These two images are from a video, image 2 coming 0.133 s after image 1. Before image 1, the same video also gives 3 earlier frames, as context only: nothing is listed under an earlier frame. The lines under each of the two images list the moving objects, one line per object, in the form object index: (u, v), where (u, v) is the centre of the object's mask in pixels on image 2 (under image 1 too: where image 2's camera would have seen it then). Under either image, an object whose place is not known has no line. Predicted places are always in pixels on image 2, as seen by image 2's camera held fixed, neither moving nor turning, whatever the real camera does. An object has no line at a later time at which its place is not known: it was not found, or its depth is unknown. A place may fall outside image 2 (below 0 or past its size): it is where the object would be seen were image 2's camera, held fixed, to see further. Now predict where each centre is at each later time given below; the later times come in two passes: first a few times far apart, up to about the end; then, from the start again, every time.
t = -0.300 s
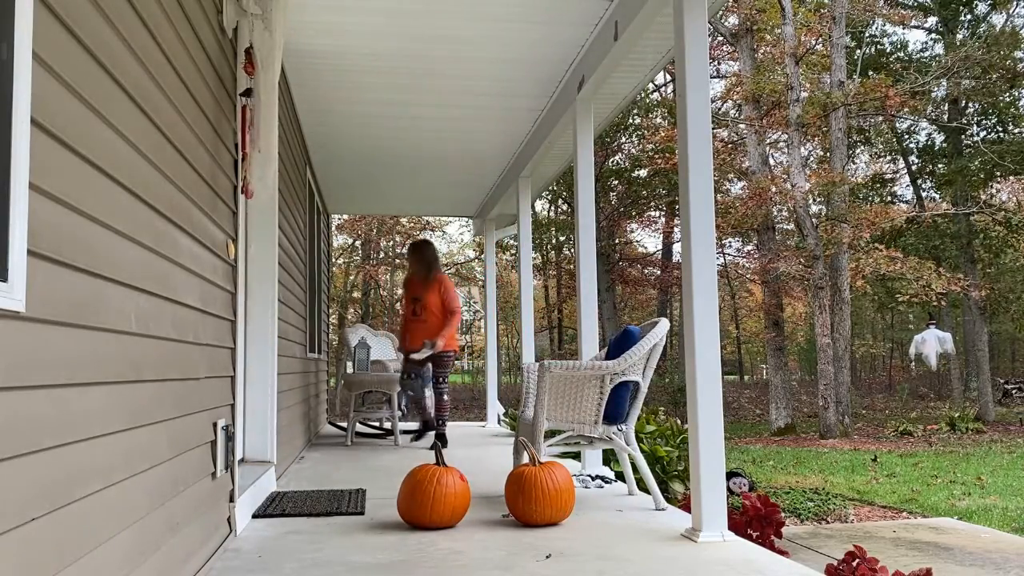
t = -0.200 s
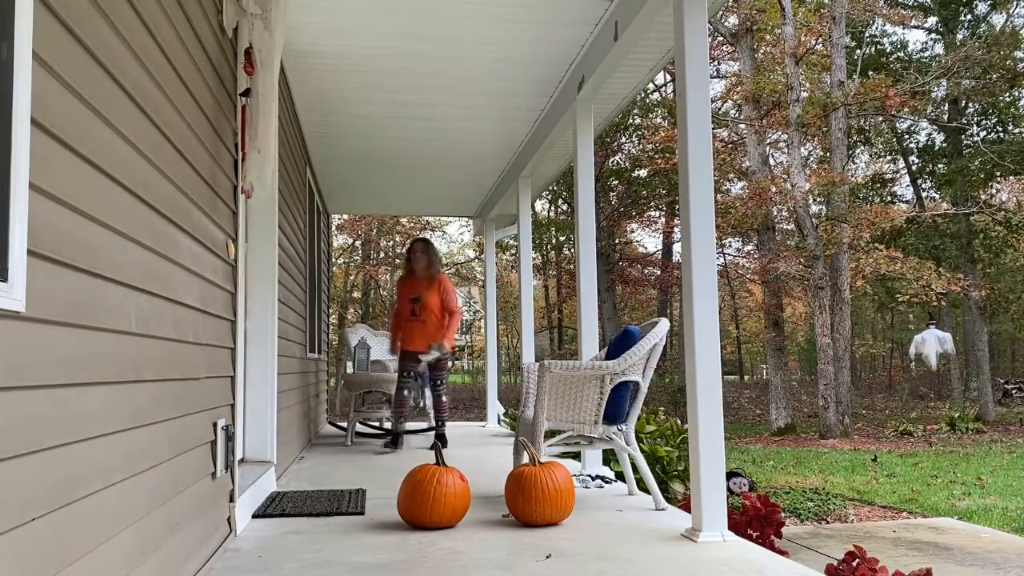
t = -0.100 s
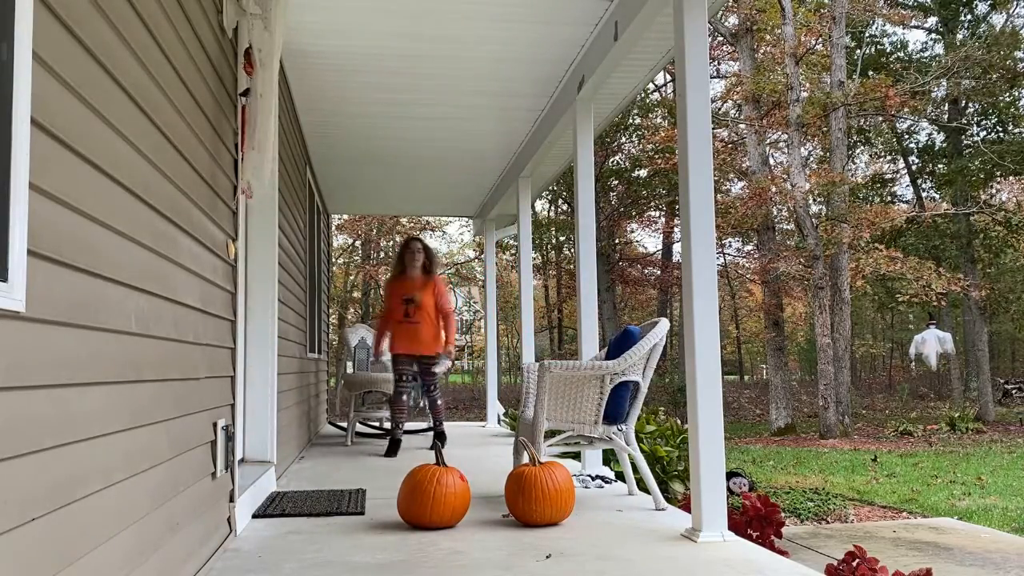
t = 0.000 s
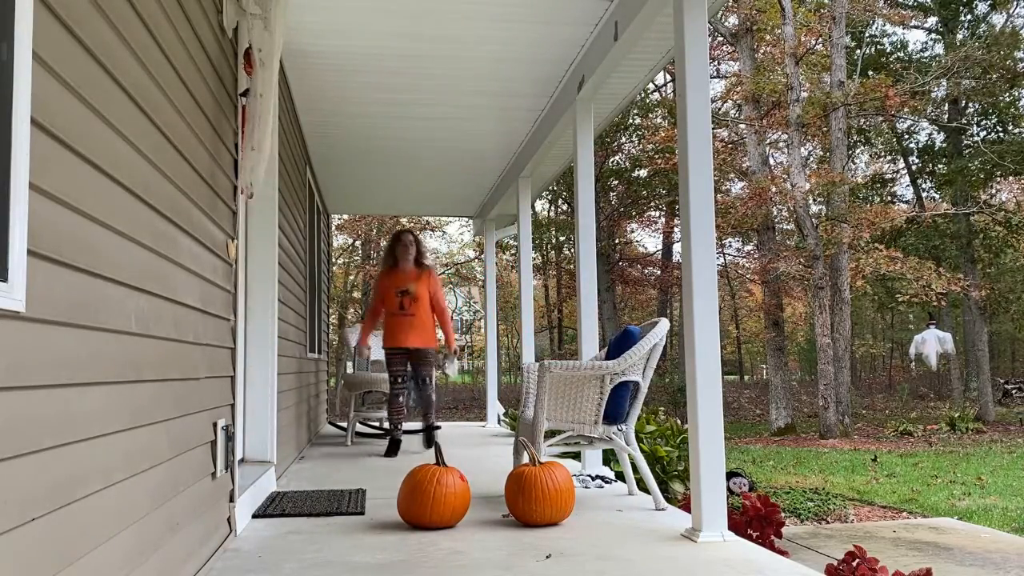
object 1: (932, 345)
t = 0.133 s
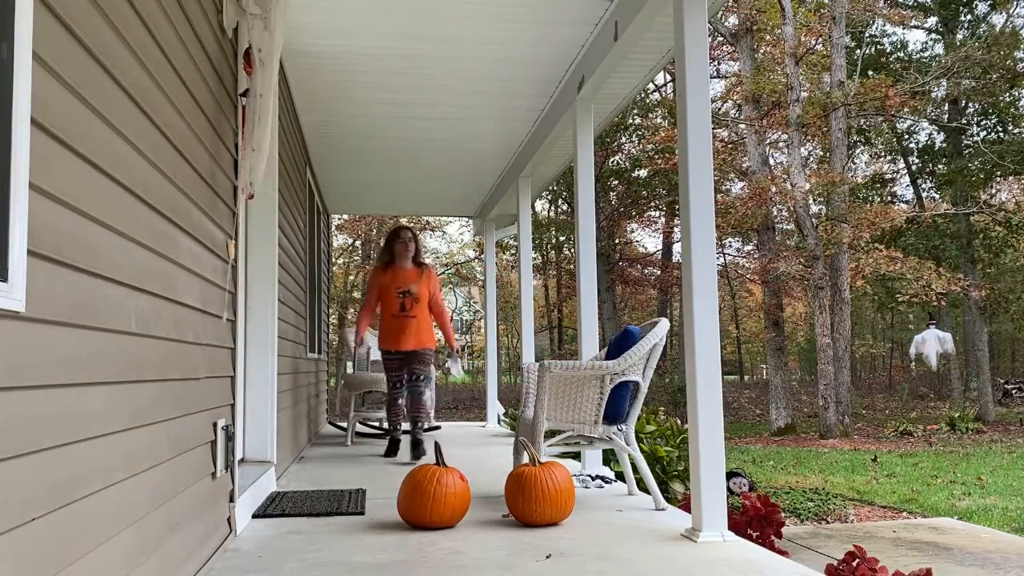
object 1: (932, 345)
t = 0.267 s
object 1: (932, 345)
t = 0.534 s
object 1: (932, 345)
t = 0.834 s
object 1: (932, 345)
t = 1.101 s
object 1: (932, 345)
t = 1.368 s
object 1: (932, 345)
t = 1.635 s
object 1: (932, 345)
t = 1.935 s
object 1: (932, 345)
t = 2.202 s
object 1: (932, 345)
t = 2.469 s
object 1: (932, 345)
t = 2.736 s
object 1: (932, 345)
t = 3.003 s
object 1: (932, 345)
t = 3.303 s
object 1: (932, 345)
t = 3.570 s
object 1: (932, 345)
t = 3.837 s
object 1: (932, 345)
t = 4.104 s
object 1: (932, 345)
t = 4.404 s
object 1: (931, 345)
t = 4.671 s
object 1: (931, 345)
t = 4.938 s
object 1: (931, 345)
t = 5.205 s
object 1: (931, 345)
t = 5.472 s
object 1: (931, 345)
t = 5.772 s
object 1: (932, 345)
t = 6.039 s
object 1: (932, 345)
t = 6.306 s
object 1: (931, 345)
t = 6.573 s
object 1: (930, 345)
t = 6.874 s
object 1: (929, 345)
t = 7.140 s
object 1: (928, 344)
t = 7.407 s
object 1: (925, 344)
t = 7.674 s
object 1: (924, 343)
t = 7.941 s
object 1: (921, 341)
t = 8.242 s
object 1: (921, 342)
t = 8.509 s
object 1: (922, 341)
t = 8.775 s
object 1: (923, 340)
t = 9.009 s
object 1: (921, 340)
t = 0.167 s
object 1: (932, 345)
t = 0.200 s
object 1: (932, 345)
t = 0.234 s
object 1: (932, 345)
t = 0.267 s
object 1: (932, 345)
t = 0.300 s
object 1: (932, 345)
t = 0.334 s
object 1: (932, 345)
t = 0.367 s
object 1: (932, 345)
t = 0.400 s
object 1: (932, 345)
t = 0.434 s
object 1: (932, 345)
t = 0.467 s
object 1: (932, 345)
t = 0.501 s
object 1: (932, 345)
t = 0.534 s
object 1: (932, 345)
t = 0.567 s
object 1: (932, 345)
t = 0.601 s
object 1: (932, 345)
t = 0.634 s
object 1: (932, 345)
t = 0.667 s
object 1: (932, 345)
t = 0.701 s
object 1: (932, 345)
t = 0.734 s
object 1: (932, 345)
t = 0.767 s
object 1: (932, 345)
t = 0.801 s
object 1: (932, 345)
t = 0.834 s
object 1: (932, 345)
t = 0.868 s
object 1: (932, 345)
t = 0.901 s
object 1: (932, 345)
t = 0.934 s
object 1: (932, 345)
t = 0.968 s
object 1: (932, 345)
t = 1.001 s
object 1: (932, 345)
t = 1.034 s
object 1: (932, 345)
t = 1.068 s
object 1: (932, 345)
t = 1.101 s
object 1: (932, 345)
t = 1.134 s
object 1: (932, 345)
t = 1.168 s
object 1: (932, 345)
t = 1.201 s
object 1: (932, 345)
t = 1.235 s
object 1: (932, 345)
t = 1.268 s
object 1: (932, 345)
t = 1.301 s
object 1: (932, 345)
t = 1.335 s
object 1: (932, 345)
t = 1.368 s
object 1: (932, 345)
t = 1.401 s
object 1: (932, 345)
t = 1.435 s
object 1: (932, 345)
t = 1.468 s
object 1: (932, 345)
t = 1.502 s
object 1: (932, 345)
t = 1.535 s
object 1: (932, 345)
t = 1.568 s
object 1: (932, 345)
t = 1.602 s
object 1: (932, 345)
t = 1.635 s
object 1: (932, 345)
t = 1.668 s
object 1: (932, 345)
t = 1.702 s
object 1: (932, 345)
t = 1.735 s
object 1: (932, 345)
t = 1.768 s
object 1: (932, 345)
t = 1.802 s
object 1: (932, 345)
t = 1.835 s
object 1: (932, 345)
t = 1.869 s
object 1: (932, 345)
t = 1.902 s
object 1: (932, 345)
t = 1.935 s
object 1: (932, 345)
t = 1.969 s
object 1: (932, 345)
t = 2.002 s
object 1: (932, 345)
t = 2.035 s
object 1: (932, 345)
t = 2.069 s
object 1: (932, 345)
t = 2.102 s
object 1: (932, 345)
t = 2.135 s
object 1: (932, 345)
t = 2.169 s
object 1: (932, 345)
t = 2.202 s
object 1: (932, 345)
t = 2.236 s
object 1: (932, 345)
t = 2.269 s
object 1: (932, 345)
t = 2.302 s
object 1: (932, 345)
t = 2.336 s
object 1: (932, 345)
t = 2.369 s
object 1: (932, 345)
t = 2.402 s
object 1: (932, 345)
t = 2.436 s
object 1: (932, 345)
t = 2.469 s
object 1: (932, 345)
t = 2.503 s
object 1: (932, 345)
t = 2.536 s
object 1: (932, 345)
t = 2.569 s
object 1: (932, 345)
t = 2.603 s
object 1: (932, 345)
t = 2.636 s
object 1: (932, 345)
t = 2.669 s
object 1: (932, 345)
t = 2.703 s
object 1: (932, 345)
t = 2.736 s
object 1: (932, 345)
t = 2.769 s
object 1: (932, 345)
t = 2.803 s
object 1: (932, 345)
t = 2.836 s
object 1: (932, 345)
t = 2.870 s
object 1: (932, 345)
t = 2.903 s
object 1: (932, 345)
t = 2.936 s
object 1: (932, 345)
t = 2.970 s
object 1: (932, 345)
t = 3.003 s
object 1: (932, 345)
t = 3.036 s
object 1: (932, 345)
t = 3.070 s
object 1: (932, 345)
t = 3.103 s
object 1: (932, 345)
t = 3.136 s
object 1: (932, 345)
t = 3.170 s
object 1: (932, 345)
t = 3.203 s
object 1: (932, 345)
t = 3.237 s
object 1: (932, 345)
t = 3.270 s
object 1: (932, 345)
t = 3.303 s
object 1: (932, 345)
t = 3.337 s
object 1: (932, 345)
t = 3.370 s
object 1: (932, 345)
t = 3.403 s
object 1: (932, 345)
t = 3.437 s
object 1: (932, 345)
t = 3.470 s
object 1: (932, 345)
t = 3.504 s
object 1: (932, 345)
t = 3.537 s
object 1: (932, 345)
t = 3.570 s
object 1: (932, 345)
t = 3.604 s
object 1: (932, 345)
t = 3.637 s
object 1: (932, 345)
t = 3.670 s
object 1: (932, 345)
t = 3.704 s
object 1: (932, 345)
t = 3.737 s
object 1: (932, 345)
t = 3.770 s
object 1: (932, 345)
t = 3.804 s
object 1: (932, 345)
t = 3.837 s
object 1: (932, 345)
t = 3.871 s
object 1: (932, 345)
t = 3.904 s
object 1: (932, 345)
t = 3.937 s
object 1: (932, 345)
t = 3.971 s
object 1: (932, 345)
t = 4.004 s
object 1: (932, 345)
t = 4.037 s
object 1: (932, 345)
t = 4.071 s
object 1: (932, 345)
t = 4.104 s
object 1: (932, 345)
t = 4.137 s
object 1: (932, 345)
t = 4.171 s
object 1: (932, 345)
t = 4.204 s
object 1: (931, 345)
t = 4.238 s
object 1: (931, 345)
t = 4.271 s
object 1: (931, 345)
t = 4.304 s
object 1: (931, 345)
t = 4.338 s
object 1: (931, 345)
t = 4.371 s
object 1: (931, 345)
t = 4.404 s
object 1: (931, 345)
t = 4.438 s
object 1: (931, 345)
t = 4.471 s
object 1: (931, 345)
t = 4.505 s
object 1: (931, 345)
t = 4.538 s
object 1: (931, 345)
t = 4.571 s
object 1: (931, 345)
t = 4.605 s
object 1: (931, 345)
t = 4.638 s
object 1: (931, 345)
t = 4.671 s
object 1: (931, 345)
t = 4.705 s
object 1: (931, 345)
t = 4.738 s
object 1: (931, 345)
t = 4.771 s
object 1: (931, 345)
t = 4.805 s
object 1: (931, 345)
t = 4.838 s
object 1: (931, 345)
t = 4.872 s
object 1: (931, 345)
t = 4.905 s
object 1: (931, 345)
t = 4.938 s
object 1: (931, 345)
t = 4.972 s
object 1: (931, 345)
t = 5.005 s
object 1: (931, 345)
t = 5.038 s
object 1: (931, 345)
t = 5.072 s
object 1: (931, 345)
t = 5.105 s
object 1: (931, 345)
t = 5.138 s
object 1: (931, 345)
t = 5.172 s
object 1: (931, 345)
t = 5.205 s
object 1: (931, 345)
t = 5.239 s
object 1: (931, 345)
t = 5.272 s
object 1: (931, 345)
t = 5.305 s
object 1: (931, 345)
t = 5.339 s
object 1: (931, 345)
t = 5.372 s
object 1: (931, 345)
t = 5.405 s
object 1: (931, 345)
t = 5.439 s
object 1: (931, 345)
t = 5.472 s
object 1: (931, 345)
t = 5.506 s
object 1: (931, 345)
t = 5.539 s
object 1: (932, 345)
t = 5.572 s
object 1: (932, 345)
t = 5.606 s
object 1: (932, 345)
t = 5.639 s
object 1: (932, 345)
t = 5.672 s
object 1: (932, 345)
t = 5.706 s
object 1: (932, 345)
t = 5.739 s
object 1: (932, 345)
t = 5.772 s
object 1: (932, 345)
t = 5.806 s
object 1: (932, 345)
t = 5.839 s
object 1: (932, 345)
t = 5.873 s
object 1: (932, 345)
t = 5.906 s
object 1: (932, 345)
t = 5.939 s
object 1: (932, 345)
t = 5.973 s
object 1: (932, 345)
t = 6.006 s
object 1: (932, 345)
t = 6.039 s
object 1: (932, 345)
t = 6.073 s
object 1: (932, 345)
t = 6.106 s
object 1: (932, 345)
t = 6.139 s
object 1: (932, 345)
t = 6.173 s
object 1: (931, 345)
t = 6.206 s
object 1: (931, 345)
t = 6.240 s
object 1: (931, 345)
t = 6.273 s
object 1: (931, 345)
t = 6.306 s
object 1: (931, 345)
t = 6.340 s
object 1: (931, 345)
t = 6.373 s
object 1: (931, 345)
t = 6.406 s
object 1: (931, 345)
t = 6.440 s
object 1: (931, 345)
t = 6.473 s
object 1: (931, 345)
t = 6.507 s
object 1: (931, 345)
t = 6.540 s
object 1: (930, 345)
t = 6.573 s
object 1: (930, 345)
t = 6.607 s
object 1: (930, 345)
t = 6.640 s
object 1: (930, 345)
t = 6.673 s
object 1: (930, 345)
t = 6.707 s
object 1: (930, 345)
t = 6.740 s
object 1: (930, 345)
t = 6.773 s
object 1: (929, 345)
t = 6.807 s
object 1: (929, 345)
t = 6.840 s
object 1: (929, 345)
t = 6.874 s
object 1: (929, 345)
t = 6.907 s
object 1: (929, 345)
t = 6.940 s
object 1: (929, 345)
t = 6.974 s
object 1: (929, 345)
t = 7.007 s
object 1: (929, 344)
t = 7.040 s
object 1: (928, 344)
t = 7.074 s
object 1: (928, 344)
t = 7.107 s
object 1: (928, 345)
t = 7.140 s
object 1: (928, 344)
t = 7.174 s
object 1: (928, 345)
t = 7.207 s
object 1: (927, 345)
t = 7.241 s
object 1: (927, 345)
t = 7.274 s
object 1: (927, 345)
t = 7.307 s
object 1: (926, 345)
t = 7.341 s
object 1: (926, 344)
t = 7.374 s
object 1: (925, 344)
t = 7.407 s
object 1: (925, 344)
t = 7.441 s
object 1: (925, 344)
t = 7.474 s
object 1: (925, 344)
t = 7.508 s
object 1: (925, 343)
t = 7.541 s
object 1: (925, 343)
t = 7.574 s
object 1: (925, 343)
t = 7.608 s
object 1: (925, 343)
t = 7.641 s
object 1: (925, 343)
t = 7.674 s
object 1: (924, 343)
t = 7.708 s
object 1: (924, 343)
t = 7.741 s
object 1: (923, 343)
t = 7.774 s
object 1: (922, 343)
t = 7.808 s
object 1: (921, 343)
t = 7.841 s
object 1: (921, 342)
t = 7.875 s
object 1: (921, 342)
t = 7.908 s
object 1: (921, 341)
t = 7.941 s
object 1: (921, 341)
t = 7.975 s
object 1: (921, 341)
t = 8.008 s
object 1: (922, 341)
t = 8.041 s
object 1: (921, 342)
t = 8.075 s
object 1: (921, 342)
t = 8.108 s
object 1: (921, 342)
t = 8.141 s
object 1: (922, 342)
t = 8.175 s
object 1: (922, 342)
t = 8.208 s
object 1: (921, 342)
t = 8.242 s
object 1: (921, 342)
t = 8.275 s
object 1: (921, 342)
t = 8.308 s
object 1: (921, 342)
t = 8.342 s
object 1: (921, 341)
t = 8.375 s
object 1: (921, 341)
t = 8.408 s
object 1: (921, 341)
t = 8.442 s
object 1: (922, 341)
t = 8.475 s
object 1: (922, 341)
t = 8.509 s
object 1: (922, 341)
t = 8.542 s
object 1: (923, 341)
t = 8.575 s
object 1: (923, 341)
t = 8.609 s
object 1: (923, 341)
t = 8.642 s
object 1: (923, 341)
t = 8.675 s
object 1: (923, 341)
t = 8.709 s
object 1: (923, 341)
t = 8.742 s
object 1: (923, 341)
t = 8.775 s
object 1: (923, 340)
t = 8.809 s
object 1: (923, 340)
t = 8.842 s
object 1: (923, 340)
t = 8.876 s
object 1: (922, 340)
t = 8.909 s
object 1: (922, 340)
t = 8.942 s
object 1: (922, 340)
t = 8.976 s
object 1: (922, 340)
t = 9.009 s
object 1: (921, 340)
